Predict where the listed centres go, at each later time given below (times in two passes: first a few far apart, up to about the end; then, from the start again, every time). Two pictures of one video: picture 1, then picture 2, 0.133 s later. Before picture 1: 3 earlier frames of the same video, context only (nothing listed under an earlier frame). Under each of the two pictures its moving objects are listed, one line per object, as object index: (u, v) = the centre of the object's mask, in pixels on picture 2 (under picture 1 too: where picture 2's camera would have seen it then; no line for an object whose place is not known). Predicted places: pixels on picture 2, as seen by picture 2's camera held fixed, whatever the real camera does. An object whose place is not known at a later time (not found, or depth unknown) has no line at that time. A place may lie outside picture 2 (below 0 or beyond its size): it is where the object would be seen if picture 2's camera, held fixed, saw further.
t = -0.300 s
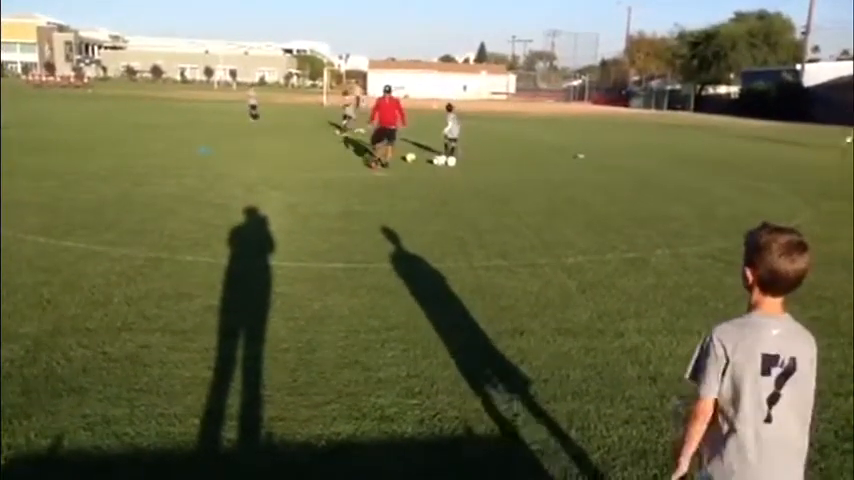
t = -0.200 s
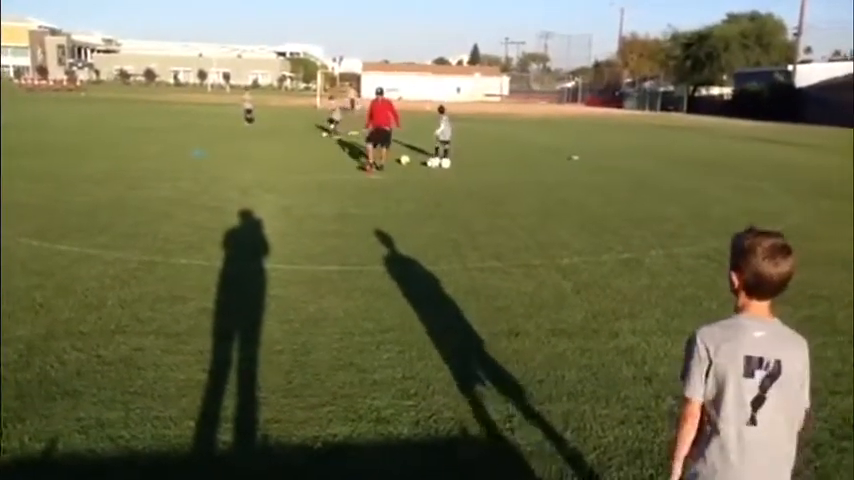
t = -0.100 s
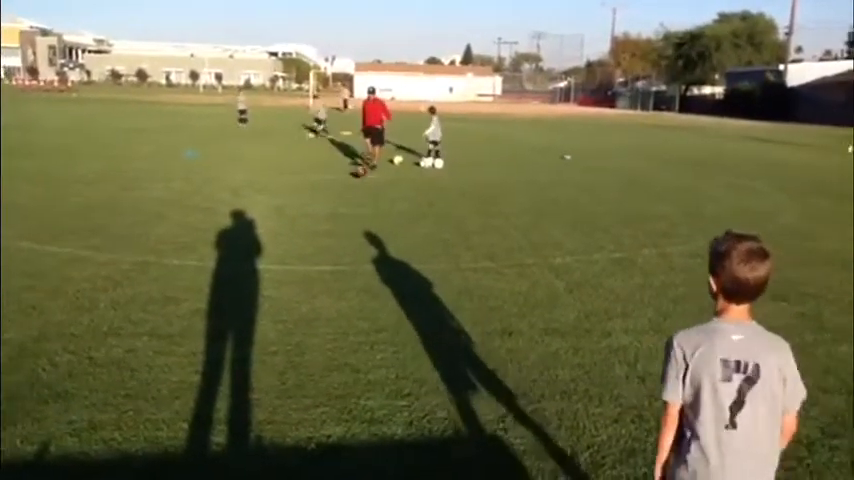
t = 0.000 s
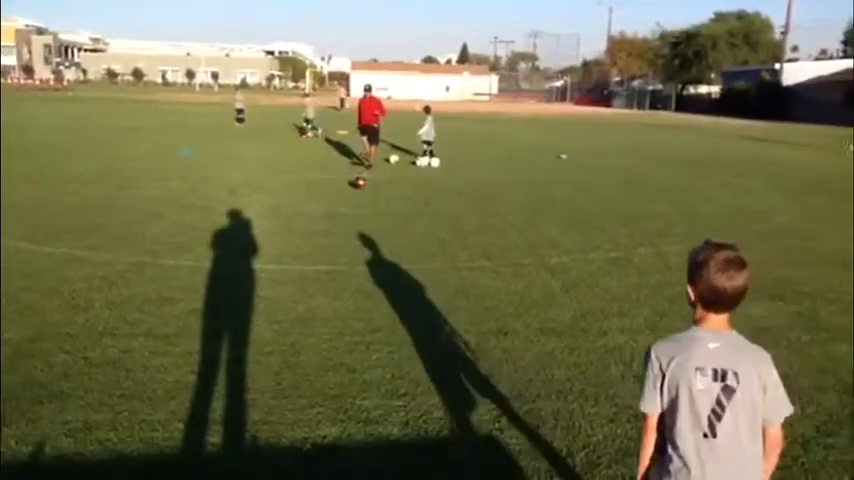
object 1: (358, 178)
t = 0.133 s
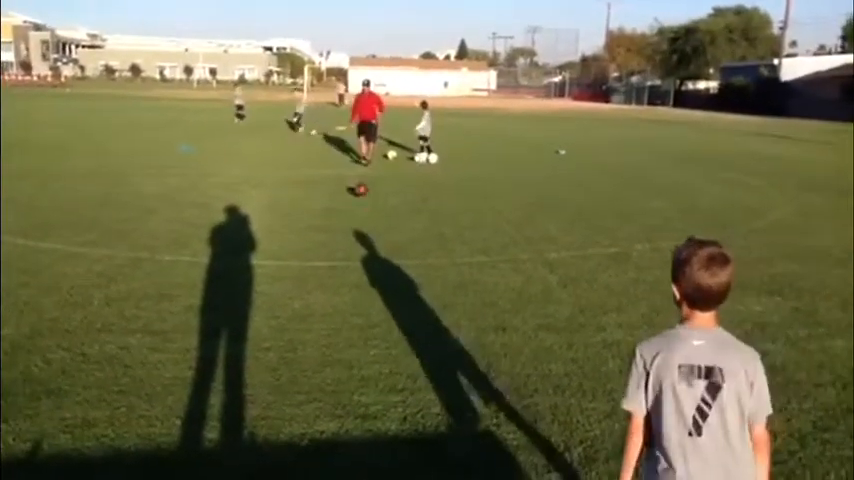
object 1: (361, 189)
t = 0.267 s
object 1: (367, 208)
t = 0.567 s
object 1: (388, 248)
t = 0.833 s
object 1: (416, 294)
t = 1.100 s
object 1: (467, 369)
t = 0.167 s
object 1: (362, 193)
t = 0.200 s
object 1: (364, 196)
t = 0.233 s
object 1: (364, 203)
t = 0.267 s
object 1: (367, 208)
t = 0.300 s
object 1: (368, 213)
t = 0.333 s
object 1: (372, 215)
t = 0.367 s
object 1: (373, 216)
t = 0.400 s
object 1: (374, 219)
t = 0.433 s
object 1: (377, 222)
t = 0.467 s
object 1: (380, 228)
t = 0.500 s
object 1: (381, 235)
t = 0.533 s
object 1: (385, 244)
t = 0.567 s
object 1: (388, 248)
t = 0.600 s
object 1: (391, 251)
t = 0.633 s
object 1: (394, 256)
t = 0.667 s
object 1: (398, 262)
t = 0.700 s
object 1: (401, 270)
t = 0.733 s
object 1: (404, 275)
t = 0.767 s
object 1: (408, 277)
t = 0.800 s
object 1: (413, 283)
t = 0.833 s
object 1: (416, 294)
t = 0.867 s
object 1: (424, 304)
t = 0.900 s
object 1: (427, 314)
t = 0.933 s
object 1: (432, 321)
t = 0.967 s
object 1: (438, 330)
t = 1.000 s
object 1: (442, 340)
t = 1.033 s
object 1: (448, 346)
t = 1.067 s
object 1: (458, 358)
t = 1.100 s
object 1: (467, 369)
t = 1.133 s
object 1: (475, 386)
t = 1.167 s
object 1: (483, 400)
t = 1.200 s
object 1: (490, 415)
